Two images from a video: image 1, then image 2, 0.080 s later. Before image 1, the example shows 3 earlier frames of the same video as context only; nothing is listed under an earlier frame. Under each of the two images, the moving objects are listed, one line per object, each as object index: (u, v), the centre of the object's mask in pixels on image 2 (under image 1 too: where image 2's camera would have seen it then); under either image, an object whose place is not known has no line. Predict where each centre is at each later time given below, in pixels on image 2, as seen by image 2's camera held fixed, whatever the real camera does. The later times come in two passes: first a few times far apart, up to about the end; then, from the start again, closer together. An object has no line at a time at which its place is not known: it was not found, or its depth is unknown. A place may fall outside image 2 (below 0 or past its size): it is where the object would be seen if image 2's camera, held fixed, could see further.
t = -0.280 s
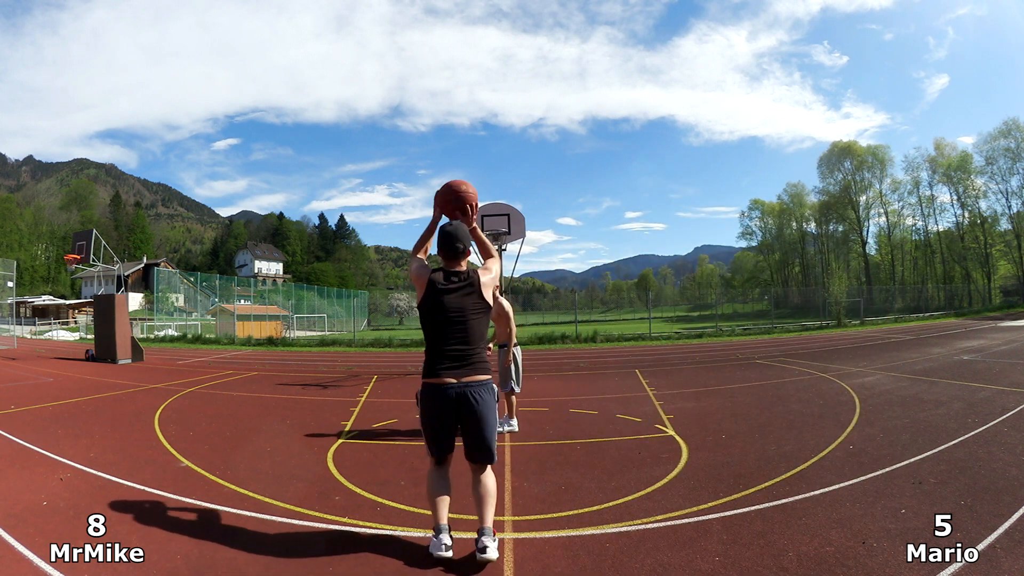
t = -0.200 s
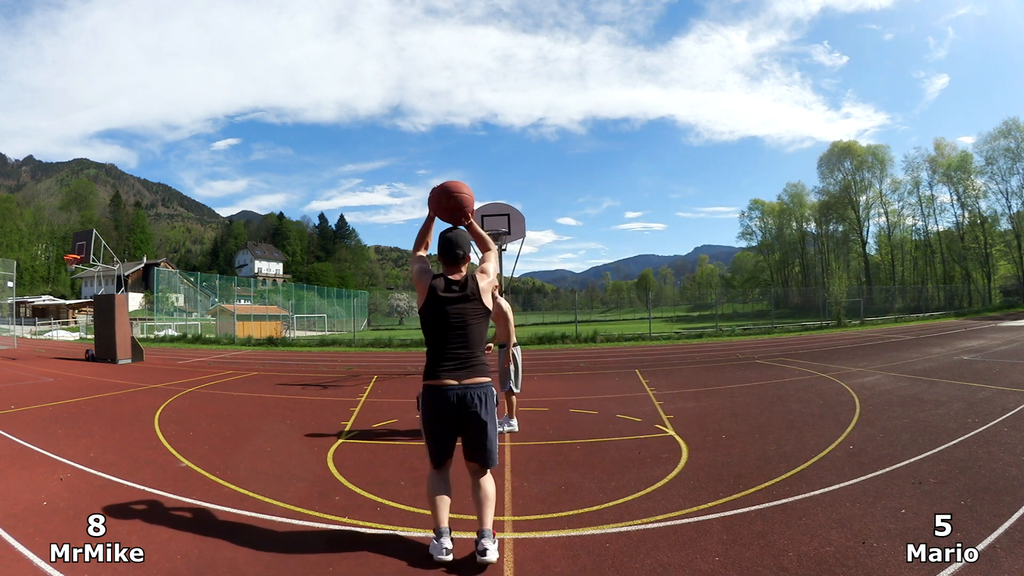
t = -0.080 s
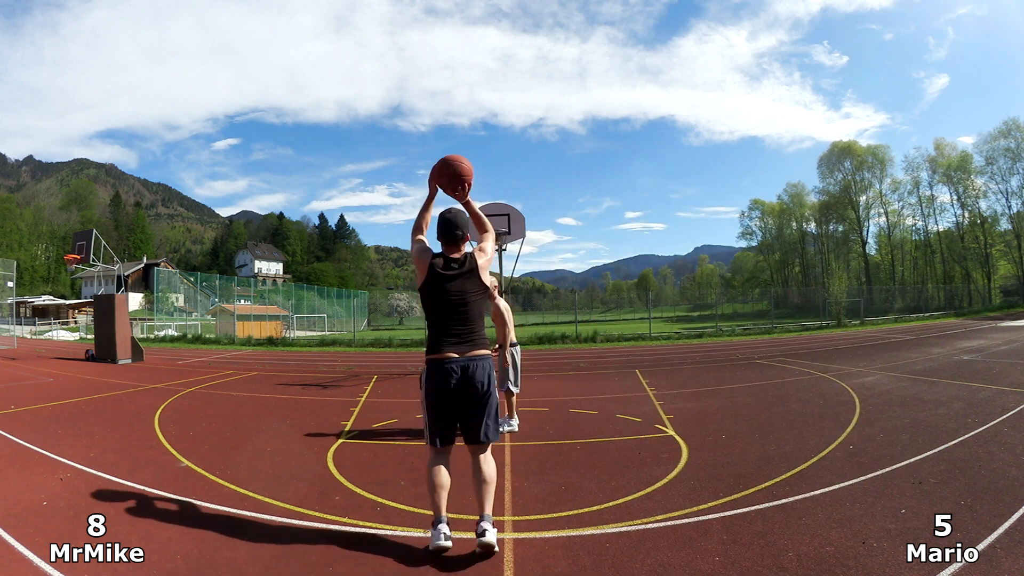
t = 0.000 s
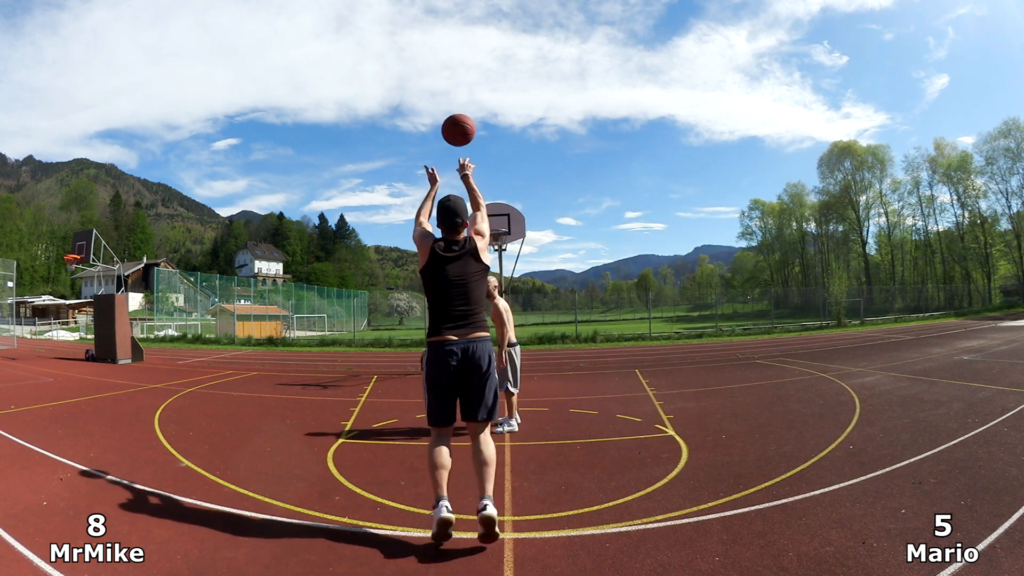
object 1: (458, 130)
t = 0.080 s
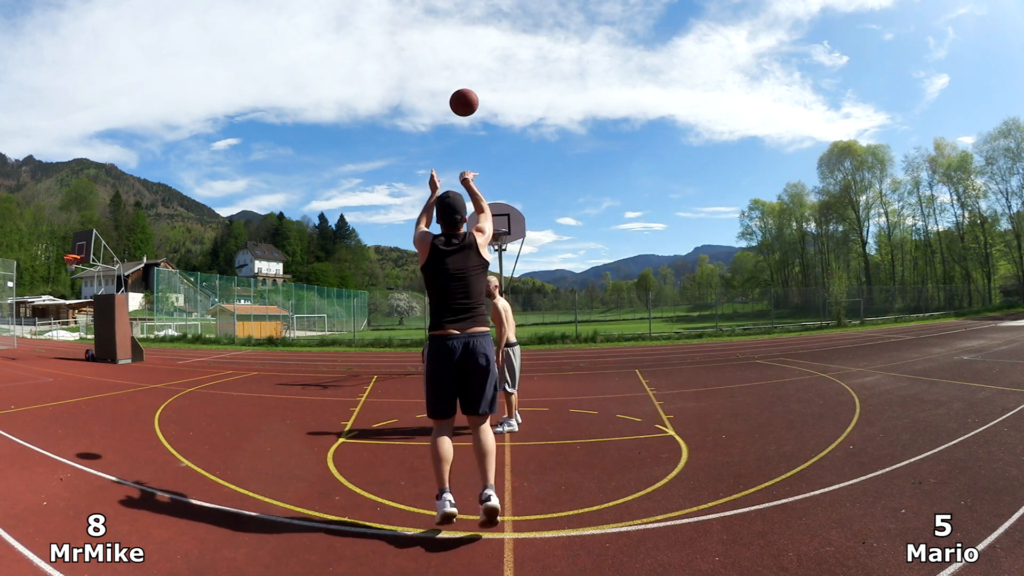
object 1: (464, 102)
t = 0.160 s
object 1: (468, 88)
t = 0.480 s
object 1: (479, 92)
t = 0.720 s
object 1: (484, 130)
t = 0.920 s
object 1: (487, 176)
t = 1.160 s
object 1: (499, 232)
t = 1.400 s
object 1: (485, 240)
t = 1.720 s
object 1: (491, 261)
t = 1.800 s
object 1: (494, 274)
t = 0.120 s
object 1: (466, 93)
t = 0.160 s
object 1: (468, 88)
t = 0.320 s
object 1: (474, 81)
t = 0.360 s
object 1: (476, 83)
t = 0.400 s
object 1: (477, 85)
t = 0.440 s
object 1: (478, 88)
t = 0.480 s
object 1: (479, 92)
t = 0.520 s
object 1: (480, 97)
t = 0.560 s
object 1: (481, 102)
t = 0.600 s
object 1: (482, 109)
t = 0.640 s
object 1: (482, 115)
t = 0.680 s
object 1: (483, 122)
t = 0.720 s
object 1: (484, 130)
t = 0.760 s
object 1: (485, 138)
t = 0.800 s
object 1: (485, 147)
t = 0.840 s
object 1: (486, 156)
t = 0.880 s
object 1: (487, 166)
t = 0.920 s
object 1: (487, 176)
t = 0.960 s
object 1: (488, 186)
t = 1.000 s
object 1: (489, 197)
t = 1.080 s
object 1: (490, 220)
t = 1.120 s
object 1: (492, 231)
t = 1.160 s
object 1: (499, 232)
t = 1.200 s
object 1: (497, 234)
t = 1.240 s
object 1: (491, 237)
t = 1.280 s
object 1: (487, 239)
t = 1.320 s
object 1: (486, 239)
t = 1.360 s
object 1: (485, 239)
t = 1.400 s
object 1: (485, 240)
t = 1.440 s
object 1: (484, 241)
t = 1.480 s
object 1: (484, 242)
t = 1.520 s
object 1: (485, 243)
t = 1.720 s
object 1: (491, 261)
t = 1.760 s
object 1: (493, 267)
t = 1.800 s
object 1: (494, 274)
